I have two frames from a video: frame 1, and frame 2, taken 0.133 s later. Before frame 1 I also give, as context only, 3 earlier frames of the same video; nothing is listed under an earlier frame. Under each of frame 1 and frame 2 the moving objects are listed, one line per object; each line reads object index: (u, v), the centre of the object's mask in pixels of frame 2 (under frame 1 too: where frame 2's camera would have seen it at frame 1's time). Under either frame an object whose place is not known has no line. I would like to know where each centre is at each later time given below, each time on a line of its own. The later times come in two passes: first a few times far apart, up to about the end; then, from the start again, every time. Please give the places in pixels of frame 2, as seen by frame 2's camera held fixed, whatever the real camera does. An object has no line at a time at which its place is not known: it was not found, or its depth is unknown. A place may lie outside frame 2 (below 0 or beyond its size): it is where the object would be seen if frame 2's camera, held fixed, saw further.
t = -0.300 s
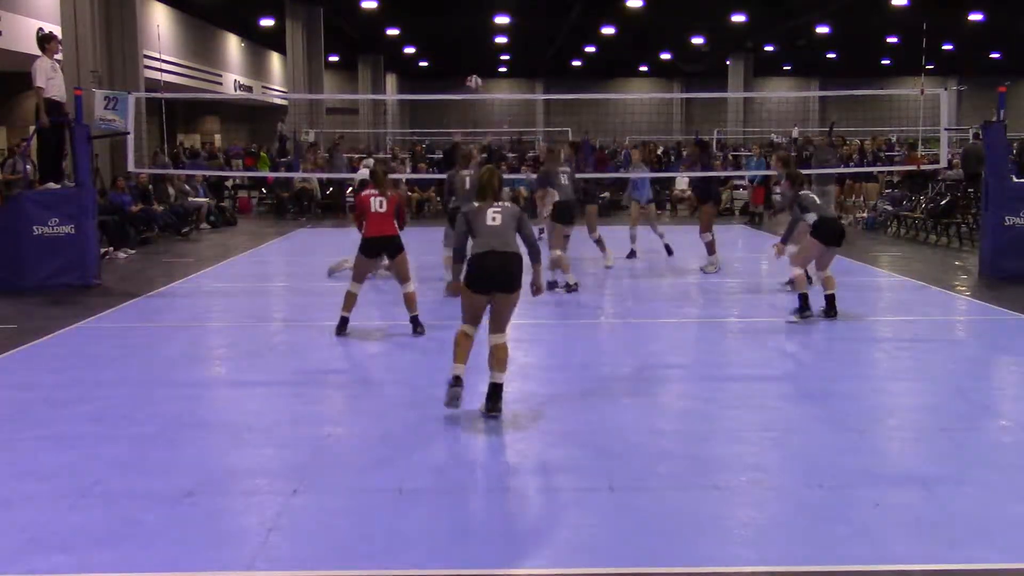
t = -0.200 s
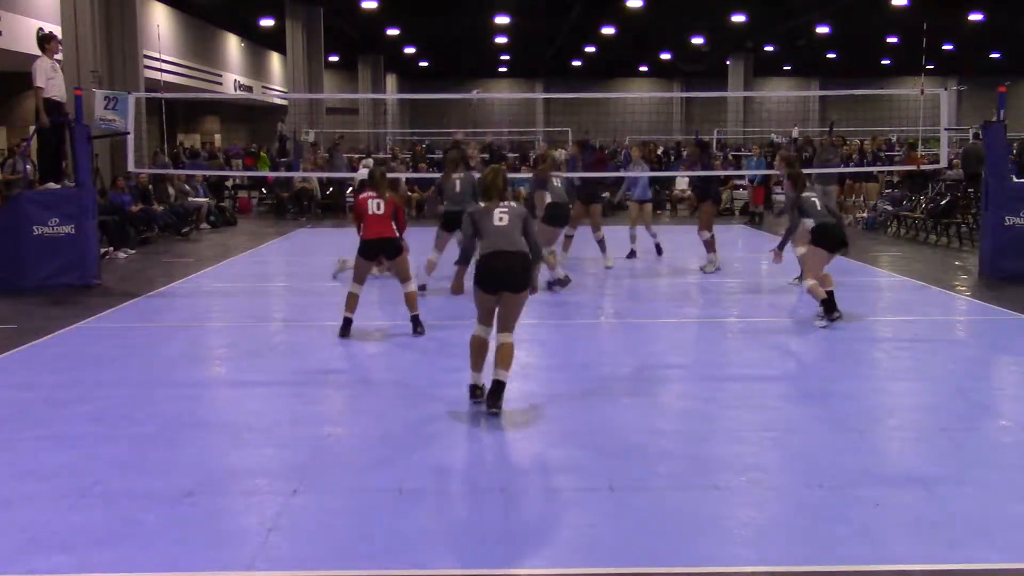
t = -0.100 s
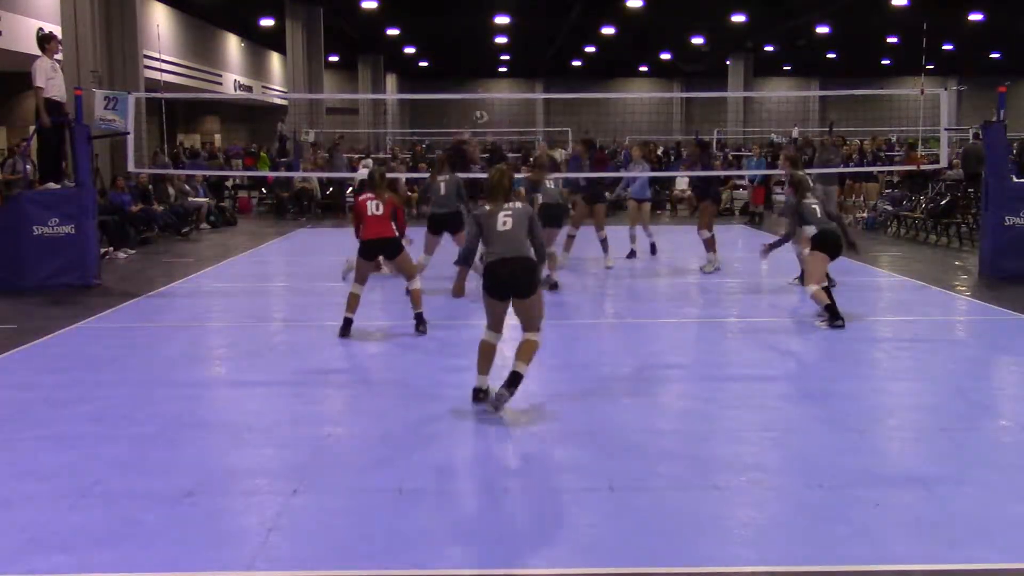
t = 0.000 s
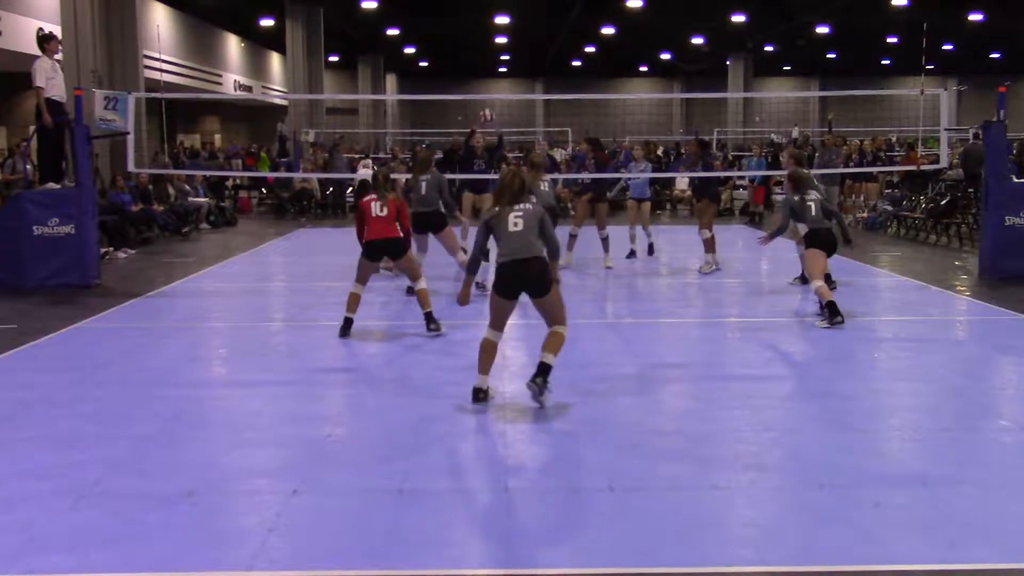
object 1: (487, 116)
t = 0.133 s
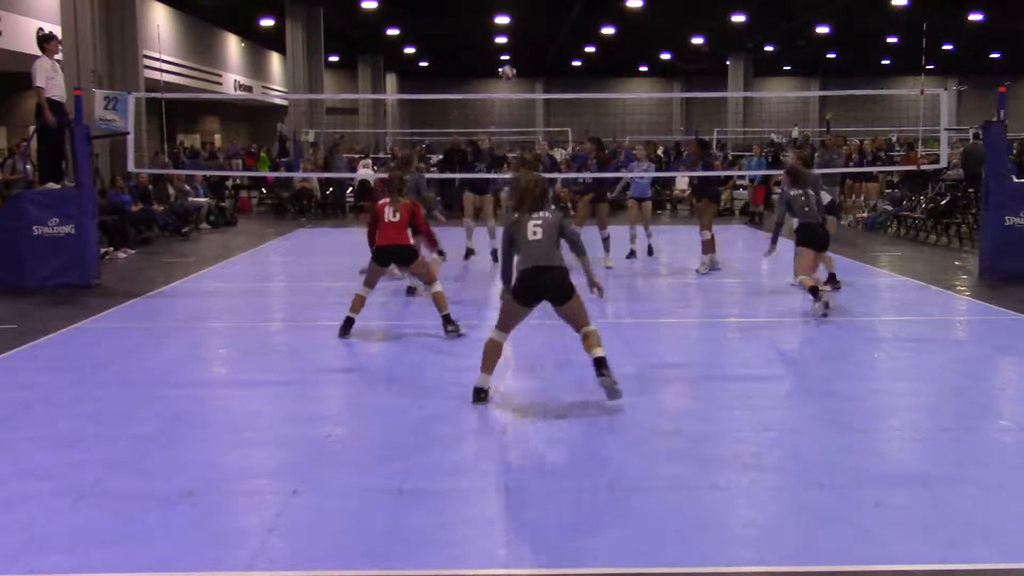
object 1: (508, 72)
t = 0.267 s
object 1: (530, 42)
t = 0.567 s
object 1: (594, 26)
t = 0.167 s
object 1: (513, 65)
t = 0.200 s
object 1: (519, 56)
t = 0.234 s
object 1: (523, 49)
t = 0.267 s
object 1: (530, 42)
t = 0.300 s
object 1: (536, 36)
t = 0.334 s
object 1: (542, 31)
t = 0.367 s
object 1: (548, 27)
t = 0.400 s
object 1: (555, 23)
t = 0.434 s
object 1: (562, 21)
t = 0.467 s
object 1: (569, 21)
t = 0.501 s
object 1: (577, 21)
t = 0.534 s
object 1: (585, 23)
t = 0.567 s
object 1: (594, 26)
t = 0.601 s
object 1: (603, 30)
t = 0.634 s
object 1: (613, 36)
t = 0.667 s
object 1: (623, 43)
